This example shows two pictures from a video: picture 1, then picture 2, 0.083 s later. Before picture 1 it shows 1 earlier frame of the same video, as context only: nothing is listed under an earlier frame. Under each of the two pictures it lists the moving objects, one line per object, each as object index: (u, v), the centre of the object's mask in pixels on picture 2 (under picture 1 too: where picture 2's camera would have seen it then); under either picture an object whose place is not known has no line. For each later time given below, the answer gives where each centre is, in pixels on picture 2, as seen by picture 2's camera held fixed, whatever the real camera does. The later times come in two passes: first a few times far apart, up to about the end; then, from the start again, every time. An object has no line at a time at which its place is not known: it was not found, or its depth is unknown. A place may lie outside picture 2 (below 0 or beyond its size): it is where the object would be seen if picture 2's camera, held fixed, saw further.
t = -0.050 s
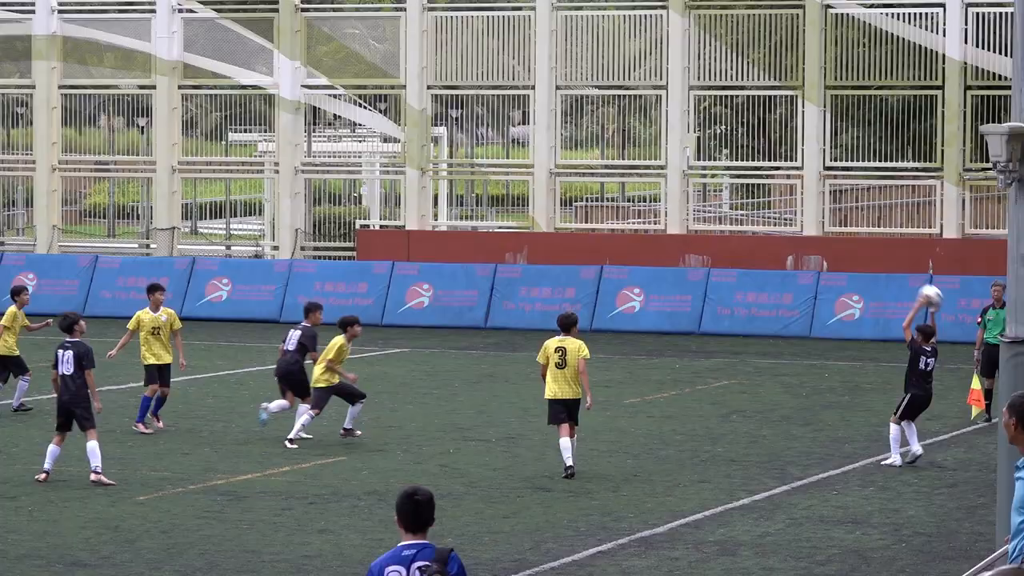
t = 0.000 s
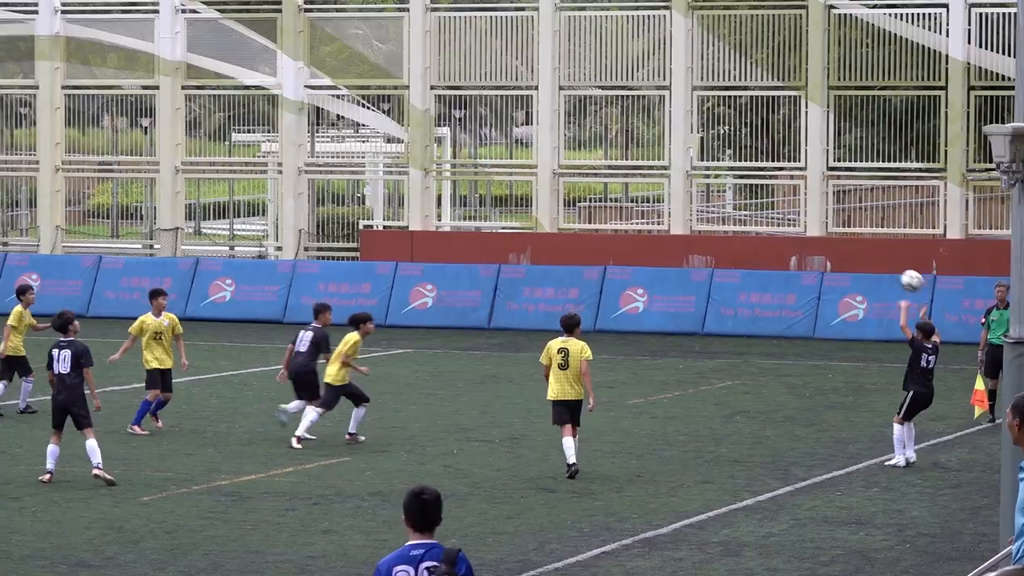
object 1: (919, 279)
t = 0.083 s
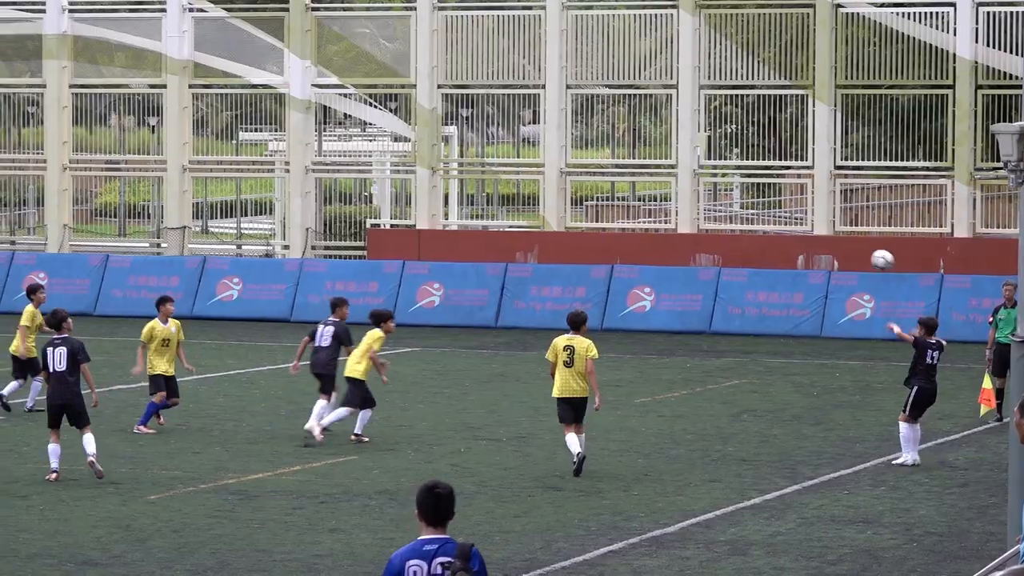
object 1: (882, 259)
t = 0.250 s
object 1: (814, 241)
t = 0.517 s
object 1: (713, 262)
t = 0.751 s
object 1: (636, 326)
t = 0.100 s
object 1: (875, 256)
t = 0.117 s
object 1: (868, 254)
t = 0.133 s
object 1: (861, 251)
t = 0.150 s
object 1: (854, 249)
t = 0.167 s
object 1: (847, 247)
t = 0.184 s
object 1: (840, 245)
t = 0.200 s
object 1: (834, 244)
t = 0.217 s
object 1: (827, 242)
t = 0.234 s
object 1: (820, 242)
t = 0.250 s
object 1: (814, 241)
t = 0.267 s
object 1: (807, 240)
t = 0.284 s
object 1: (800, 240)
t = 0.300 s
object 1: (794, 240)
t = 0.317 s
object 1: (787, 240)
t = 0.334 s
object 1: (781, 241)
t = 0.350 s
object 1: (774, 241)
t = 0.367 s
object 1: (768, 242)
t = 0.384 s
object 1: (762, 244)
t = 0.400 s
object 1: (755, 246)
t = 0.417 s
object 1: (749, 247)
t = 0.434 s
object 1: (743, 249)
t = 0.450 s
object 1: (737, 251)
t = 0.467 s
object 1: (731, 254)
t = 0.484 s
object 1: (725, 257)
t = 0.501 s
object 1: (719, 259)
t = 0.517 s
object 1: (713, 262)
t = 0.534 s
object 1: (708, 265)
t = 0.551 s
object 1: (702, 270)
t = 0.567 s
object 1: (696, 273)
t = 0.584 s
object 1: (690, 277)
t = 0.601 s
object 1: (685, 281)
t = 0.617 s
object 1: (679, 285)
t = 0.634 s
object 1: (674, 290)
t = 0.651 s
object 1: (669, 294)
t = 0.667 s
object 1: (663, 299)
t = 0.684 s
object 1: (657, 304)
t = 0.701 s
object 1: (652, 310)
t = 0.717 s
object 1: (646, 315)
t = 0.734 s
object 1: (641, 320)
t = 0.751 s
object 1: (636, 326)
